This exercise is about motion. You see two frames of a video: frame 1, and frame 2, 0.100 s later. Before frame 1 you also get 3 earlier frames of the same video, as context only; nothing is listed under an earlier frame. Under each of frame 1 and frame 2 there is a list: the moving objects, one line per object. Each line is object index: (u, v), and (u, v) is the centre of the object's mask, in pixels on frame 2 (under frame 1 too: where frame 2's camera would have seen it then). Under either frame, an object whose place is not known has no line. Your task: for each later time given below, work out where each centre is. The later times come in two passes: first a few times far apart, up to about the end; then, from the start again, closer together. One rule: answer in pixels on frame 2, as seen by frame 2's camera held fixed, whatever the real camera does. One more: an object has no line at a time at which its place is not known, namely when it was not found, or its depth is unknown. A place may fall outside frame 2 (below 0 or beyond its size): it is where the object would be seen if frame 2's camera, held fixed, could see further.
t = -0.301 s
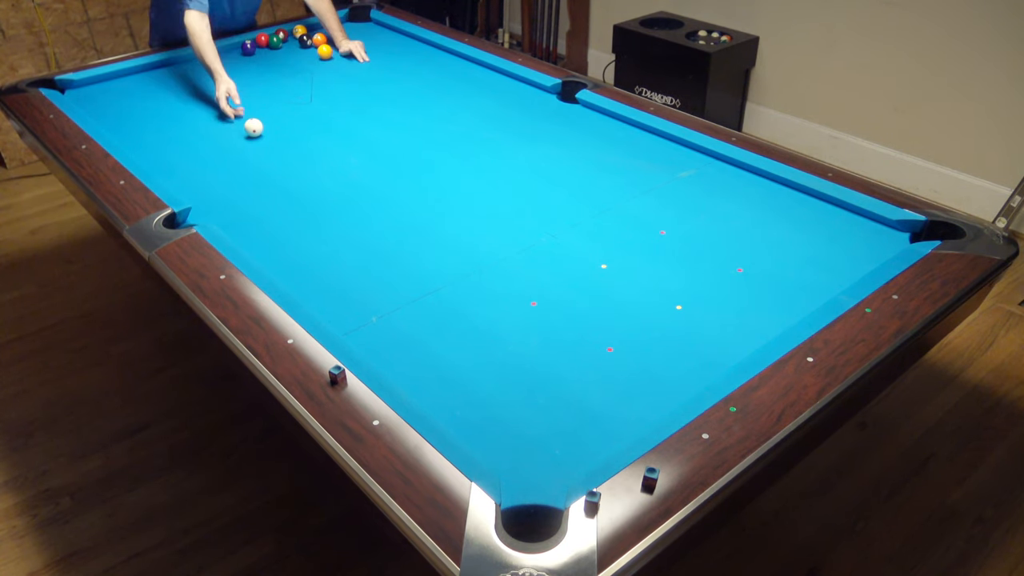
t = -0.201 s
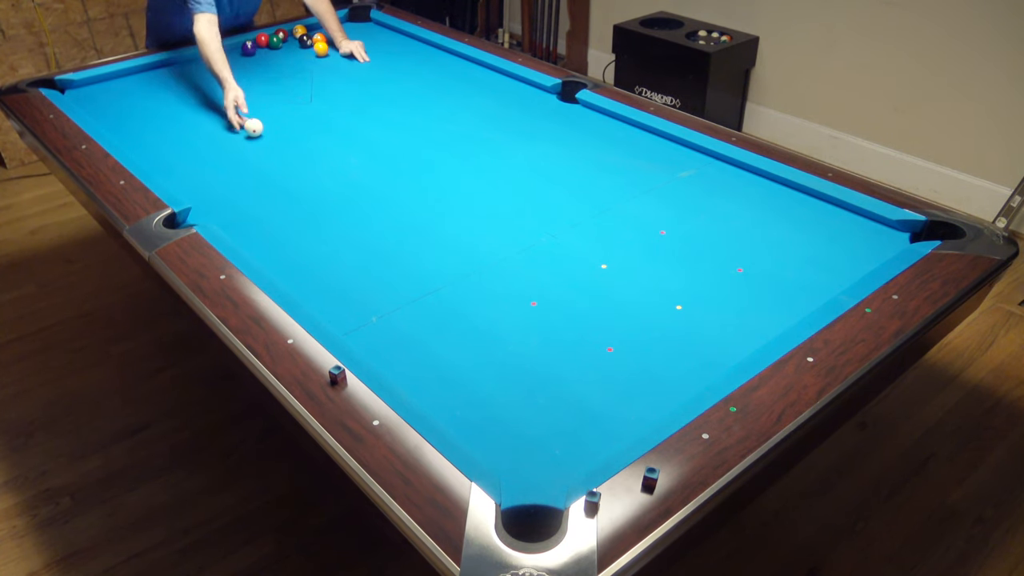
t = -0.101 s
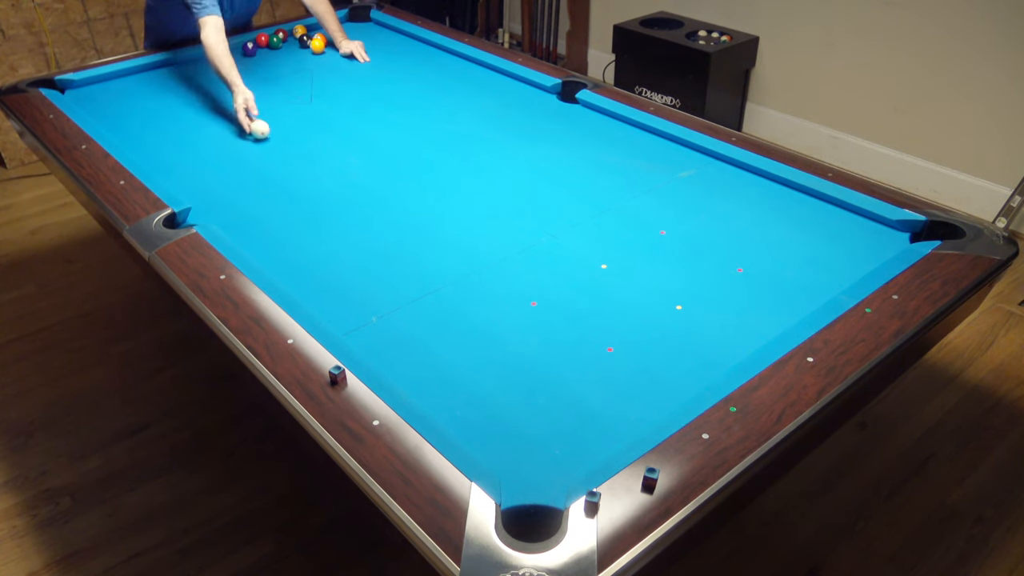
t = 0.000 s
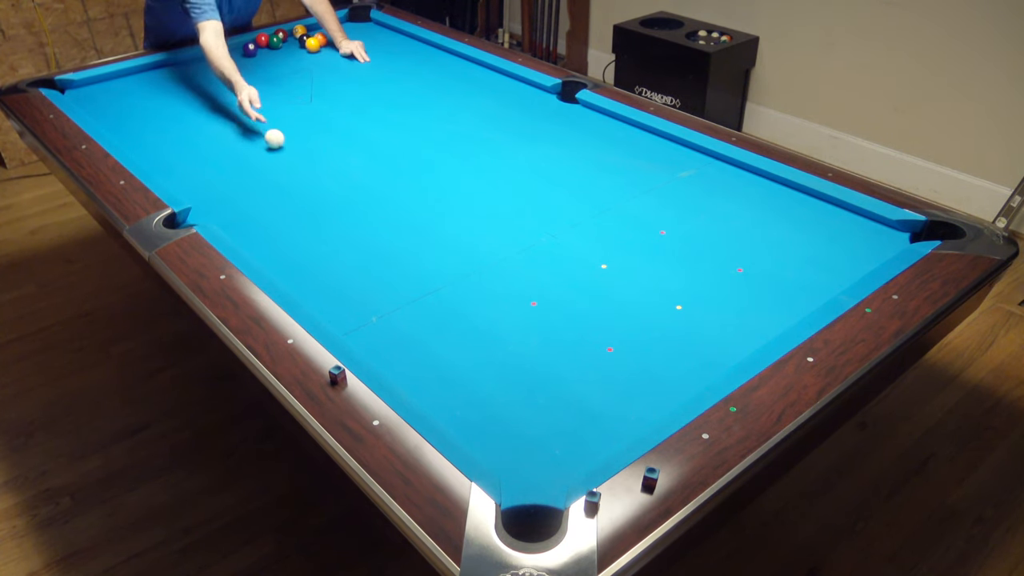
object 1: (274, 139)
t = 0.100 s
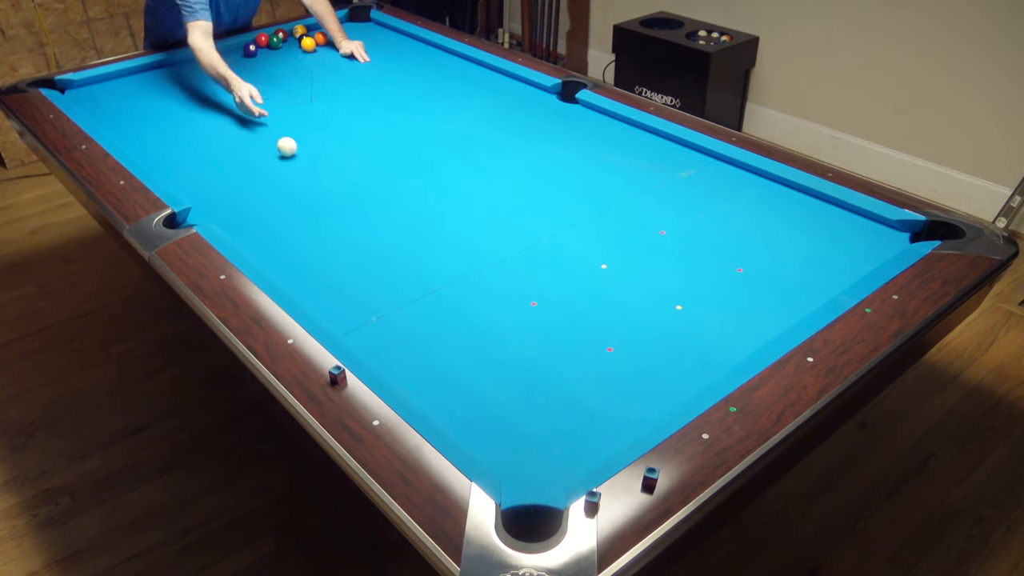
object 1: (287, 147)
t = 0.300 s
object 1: (313, 163)
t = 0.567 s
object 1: (350, 187)
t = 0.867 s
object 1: (395, 216)
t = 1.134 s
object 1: (438, 244)
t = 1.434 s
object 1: (490, 278)
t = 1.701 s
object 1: (542, 311)
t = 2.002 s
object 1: (603, 351)
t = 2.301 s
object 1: (669, 393)
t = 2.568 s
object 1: (641, 376)
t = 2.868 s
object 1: (611, 355)
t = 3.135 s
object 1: (587, 340)
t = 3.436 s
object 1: (565, 324)
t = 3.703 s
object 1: (549, 312)
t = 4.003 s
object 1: (534, 301)
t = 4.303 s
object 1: (521, 291)
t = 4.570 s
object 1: (512, 284)
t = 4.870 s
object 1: (503, 278)
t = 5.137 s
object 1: (497, 274)
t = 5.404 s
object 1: (492, 271)
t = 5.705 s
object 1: (489, 269)
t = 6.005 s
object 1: (488, 269)
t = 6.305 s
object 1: (488, 269)
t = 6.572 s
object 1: (488, 269)
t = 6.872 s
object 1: (488, 269)
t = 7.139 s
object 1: (488, 269)
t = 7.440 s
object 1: (488, 268)
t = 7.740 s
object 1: (488, 269)
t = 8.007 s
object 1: (488, 268)
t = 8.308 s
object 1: (488, 268)
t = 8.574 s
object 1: (488, 269)
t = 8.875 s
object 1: (488, 268)
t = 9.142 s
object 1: (489, 269)
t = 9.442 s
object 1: (488, 268)
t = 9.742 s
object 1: (488, 269)
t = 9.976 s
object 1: (488, 269)
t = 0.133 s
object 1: (291, 149)
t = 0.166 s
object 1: (295, 152)
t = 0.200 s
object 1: (300, 155)
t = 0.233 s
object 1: (304, 158)
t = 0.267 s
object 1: (309, 160)
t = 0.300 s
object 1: (313, 163)
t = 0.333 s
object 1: (318, 166)
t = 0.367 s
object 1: (322, 169)
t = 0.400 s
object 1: (327, 172)
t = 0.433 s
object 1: (331, 175)
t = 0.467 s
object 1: (336, 178)
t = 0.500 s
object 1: (341, 181)
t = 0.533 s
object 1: (346, 184)
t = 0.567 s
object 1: (350, 187)
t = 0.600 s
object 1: (355, 190)
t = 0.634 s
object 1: (360, 193)
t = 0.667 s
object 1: (365, 196)
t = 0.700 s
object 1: (370, 200)
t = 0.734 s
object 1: (375, 203)
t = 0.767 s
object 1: (380, 206)
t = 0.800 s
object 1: (385, 209)
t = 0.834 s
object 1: (390, 212)
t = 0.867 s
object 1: (395, 216)
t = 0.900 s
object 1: (400, 219)
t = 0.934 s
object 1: (406, 223)
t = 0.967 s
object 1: (411, 226)
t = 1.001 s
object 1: (416, 230)
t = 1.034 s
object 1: (422, 233)
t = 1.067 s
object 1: (427, 237)
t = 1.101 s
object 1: (432, 240)
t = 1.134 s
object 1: (438, 244)
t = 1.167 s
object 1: (444, 248)
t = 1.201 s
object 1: (449, 251)
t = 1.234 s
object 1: (455, 255)
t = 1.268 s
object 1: (461, 259)
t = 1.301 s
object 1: (466, 262)
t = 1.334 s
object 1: (472, 266)
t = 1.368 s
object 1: (478, 270)
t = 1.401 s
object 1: (484, 274)
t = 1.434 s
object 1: (490, 278)
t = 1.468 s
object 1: (496, 282)
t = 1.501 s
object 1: (503, 286)
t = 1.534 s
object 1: (509, 290)
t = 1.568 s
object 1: (516, 294)
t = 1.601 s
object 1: (522, 298)
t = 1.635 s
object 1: (528, 302)
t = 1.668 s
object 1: (535, 307)
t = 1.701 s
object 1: (542, 311)
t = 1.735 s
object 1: (548, 315)
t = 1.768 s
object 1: (555, 319)
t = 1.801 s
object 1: (562, 324)
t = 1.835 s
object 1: (569, 328)
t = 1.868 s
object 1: (575, 333)
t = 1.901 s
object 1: (582, 337)
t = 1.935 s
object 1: (589, 342)
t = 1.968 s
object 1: (596, 347)
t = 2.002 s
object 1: (603, 351)
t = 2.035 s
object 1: (610, 356)
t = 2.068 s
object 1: (618, 361)
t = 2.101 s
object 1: (625, 366)
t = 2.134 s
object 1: (632, 371)
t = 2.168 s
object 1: (640, 375)
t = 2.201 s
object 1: (647, 380)
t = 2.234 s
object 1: (655, 385)
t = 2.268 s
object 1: (663, 390)
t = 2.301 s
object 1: (669, 393)
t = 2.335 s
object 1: (668, 393)
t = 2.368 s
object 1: (665, 391)
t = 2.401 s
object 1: (661, 389)
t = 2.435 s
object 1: (657, 386)
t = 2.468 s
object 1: (653, 383)
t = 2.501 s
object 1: (649, 381)
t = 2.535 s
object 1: (645, 378)
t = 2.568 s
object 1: (641, 376)
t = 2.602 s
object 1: (638, 374)
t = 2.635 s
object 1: (634, 371)
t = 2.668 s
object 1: (630, 369)
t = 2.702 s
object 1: (627, 367)
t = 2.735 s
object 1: (624, 364)
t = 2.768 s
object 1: (620, 362)
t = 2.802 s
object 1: (617, 360)
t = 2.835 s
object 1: (614, 357)
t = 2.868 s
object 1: (611, 355)
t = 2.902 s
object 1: (608, 353)
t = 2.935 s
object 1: (605, 351)
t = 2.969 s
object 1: (602, 349)
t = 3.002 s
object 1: (599, 347)
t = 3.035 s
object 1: (596, 345)
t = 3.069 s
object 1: (593, 343)
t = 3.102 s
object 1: (590, 341)
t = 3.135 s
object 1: (587, 340)
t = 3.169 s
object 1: (585, 338)
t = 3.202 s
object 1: (582, 336)
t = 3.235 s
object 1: (580, 334)
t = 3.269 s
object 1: (577, 333)
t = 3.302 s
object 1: (575, 331)
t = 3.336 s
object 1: (572, 329)
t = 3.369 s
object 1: (570, 328)
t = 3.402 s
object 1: (567, 326)
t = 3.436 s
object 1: (565, 324)
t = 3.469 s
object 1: (563, 323)
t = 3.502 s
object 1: (561, 321)
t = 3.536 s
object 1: (559, 320)
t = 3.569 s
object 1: (557, 318)
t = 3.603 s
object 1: (555, 317)
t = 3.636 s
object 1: (553, 315)
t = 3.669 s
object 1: (551, 314)
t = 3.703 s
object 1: (549, 312)
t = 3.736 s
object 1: (547, 311)
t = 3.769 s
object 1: (545, 310)
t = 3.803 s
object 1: (543, 308)
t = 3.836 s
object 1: (542, 307)
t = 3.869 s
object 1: (540, 306)
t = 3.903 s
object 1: (538, 304)
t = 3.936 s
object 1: (537, 303)
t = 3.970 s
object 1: (535, 302)
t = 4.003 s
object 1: (534, 301)
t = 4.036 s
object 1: (532, 300)
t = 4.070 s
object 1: (531, 298)
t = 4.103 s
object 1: (529, 297)
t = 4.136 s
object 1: (528, 296)
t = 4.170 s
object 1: (526, 295)
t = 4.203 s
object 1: (525, 294)
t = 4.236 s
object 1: (524, 293)
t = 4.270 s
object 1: (523, 292)
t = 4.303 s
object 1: (521, 291)
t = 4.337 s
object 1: (520, 290)
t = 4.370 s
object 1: (519, 289)
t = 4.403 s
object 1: (517, 288)
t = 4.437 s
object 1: (516, 288)
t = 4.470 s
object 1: (515, 287)
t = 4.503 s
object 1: (514, 286)
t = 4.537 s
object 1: (513, 285)
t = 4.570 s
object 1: (512, 284)
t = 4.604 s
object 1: (511, 283)
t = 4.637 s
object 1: (510, 283)
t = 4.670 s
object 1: (509, 282)
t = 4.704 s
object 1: (508, 281)
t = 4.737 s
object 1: (507, 281)
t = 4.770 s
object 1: (506, 280)
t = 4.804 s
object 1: (505, 279)
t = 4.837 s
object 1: (504, 279)
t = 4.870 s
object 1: (503, 278)
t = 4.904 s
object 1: (502, 278)
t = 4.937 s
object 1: (501, 277)
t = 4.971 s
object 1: (500, 277)
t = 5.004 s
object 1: (500, 276)
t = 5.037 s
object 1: (499, 276)
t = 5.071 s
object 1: (498, 275)
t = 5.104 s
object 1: (497, 275)
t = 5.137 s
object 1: (497, 274)
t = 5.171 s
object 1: (496, 274)
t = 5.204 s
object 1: (495, 273)
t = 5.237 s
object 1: (495, 273)
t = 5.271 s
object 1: (494, 273)
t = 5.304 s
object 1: (494, 272)
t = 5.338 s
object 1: (493, 272)
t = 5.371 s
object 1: (493, 272)
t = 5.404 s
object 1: (492, 271)
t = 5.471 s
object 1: (491, 271)
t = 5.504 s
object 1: (491, 271)
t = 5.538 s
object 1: (491, 270)
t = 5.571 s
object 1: (490, 270)
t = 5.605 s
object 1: (490, 270)
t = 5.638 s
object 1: (489, 270)
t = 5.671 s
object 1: (489, 270)
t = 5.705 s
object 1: (489, 269)
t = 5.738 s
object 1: (489, 270)
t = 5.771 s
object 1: (489, 269)
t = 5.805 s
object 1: (488, 269)
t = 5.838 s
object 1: (489, 269)
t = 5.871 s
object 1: (488, 269)
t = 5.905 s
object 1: (488, 269)
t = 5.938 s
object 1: (488, 269)
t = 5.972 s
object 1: (488, 269)
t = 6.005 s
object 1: (488, 269)
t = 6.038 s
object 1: (488, 269)
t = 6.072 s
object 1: (488, 269)
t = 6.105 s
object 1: (488, 269)
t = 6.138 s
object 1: (488, 269)
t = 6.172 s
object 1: (488, 269)
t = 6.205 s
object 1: (488, 269)
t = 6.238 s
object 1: (488, 269)
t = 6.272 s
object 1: (488, 269)
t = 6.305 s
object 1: (488, 269)
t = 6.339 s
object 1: (488, 269)
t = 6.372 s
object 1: (488, 269)
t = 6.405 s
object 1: (488, 269)
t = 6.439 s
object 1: (488, 269)
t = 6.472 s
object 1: (488, 269)
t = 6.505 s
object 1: (488, 269)
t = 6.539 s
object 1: (488, 269)
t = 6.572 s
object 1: (488, 269)
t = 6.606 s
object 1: (488, 269)
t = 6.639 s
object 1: (488, 269)
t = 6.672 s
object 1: (488, 269)
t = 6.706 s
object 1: (488, 269)
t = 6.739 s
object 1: (488, 269)
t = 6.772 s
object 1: (488, 269)
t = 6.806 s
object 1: (488, 269)
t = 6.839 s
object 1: (488, 269)
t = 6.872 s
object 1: (488, 269)
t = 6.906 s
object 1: (488, 269)
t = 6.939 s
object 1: (488, 269)
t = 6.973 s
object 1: (488, 269)
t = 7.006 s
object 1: (488, 269)
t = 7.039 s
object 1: (488, 269)
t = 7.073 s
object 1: (488, 269)
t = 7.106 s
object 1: (488, 269)
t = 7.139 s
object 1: (488, 269)
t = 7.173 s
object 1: (488, 269)
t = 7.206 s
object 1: (488, 269)
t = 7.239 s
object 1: (488, 269)
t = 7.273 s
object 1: (488, 269)
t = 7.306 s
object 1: (488, 269)
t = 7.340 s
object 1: (488, 268)
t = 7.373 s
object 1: (488, 269)
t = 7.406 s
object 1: (488, 269)
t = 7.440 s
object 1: (488, 268)
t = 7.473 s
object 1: (488, 268)
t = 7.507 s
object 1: (488, 269)
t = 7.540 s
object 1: (488, 269)
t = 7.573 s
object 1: (488, 269)
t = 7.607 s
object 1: (488, 269)
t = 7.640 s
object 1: (488, 269)
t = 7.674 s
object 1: (488, 269)
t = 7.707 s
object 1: (488, 269)
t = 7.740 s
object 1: (488, 269)
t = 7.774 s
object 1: (488, 269)
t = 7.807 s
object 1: (488, 268)
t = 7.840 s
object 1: (488, 268)
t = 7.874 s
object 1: (488, 268)
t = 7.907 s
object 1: (488, 268)
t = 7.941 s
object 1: (488, 269)
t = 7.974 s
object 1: (488, 269)
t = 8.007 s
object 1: (488, 268)
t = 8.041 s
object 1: (488, 268)
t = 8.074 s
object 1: (488, 268)
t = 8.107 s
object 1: (488, 268)
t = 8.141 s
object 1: (488, 269)
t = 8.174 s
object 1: (489, 269)
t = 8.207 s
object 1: (488, 269)
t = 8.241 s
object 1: (488, 269)
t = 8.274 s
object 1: (488, 268)
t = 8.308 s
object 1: (488, 268)
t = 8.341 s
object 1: (488, 268)
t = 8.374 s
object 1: (488, 268)
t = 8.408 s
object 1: (488, 268)
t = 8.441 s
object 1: (488, 268)
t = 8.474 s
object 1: (488, 269)
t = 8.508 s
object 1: (488, 269)
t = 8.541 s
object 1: (488, 269)
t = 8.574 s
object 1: (488, 269)
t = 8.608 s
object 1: (488, 269)
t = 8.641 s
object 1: (488, 269)
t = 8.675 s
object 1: (488, 268)
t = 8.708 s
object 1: (488, 269)
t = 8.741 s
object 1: (488, 269)
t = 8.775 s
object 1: (488, 269)
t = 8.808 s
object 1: (488, 268)
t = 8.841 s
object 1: (488, 268)
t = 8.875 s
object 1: (488, 268)
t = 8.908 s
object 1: (488, 268)
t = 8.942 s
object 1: (488, 268)
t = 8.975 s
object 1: (488, 269)
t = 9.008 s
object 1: (488, 269)
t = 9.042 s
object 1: (488, 268)
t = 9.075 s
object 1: (488, 268)
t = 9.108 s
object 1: (488, 268)
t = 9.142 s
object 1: (489, 269)
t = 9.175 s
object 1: (488, 268)
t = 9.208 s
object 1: (488, 268)
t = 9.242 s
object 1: (489, 268)
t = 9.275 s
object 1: (488, 268)
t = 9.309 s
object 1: (488, 268)
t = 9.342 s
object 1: (488, 268)
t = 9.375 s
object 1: (489, 268)
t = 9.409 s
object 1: (488, 268)
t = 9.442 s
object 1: (488, 268)
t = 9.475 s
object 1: (489, 268)
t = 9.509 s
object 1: (489, 268)
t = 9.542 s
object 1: (489, 268)
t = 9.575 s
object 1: (489, 268)
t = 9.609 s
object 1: (489, 269)
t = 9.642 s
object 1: (489, 269)
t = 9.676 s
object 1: (489, 269)
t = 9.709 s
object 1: (489, 269)
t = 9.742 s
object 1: (488, 269)
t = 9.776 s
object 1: (489, 269)
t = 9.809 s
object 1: (489, 269)
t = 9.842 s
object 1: (489, 269)
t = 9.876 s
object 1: (489, 269)
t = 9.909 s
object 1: (489, 269)
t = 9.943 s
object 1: (488, 269)
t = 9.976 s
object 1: (488, 269)
